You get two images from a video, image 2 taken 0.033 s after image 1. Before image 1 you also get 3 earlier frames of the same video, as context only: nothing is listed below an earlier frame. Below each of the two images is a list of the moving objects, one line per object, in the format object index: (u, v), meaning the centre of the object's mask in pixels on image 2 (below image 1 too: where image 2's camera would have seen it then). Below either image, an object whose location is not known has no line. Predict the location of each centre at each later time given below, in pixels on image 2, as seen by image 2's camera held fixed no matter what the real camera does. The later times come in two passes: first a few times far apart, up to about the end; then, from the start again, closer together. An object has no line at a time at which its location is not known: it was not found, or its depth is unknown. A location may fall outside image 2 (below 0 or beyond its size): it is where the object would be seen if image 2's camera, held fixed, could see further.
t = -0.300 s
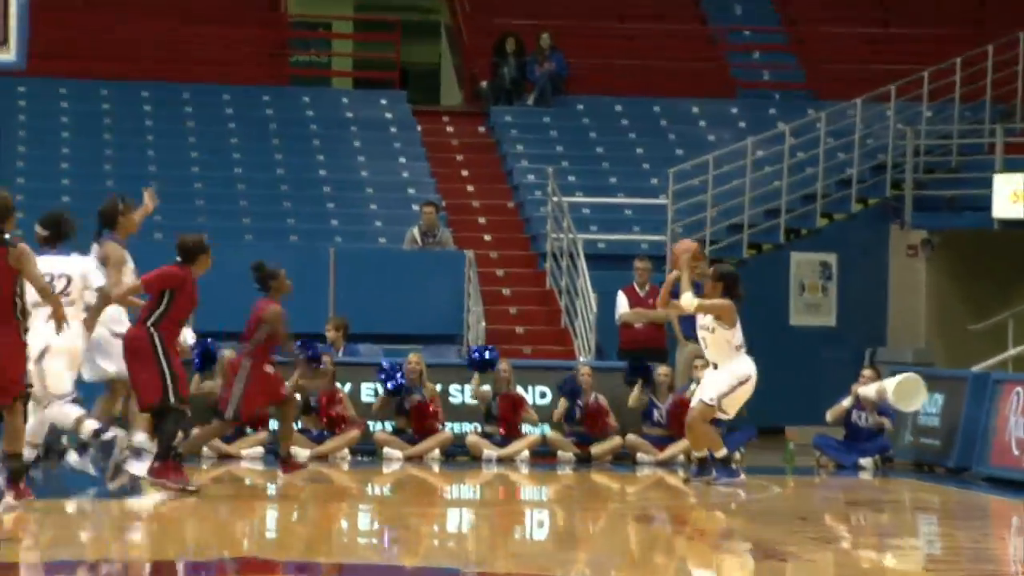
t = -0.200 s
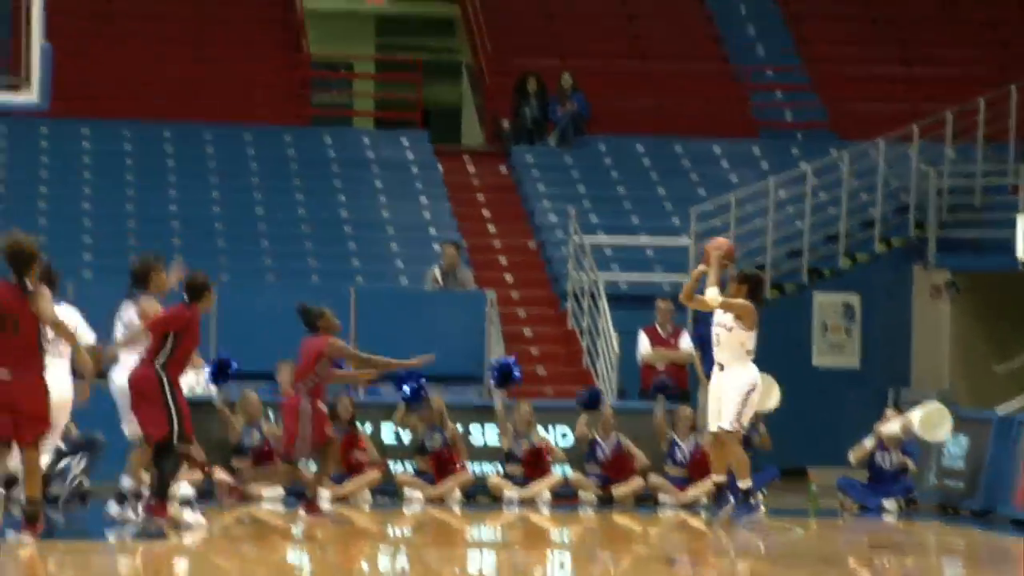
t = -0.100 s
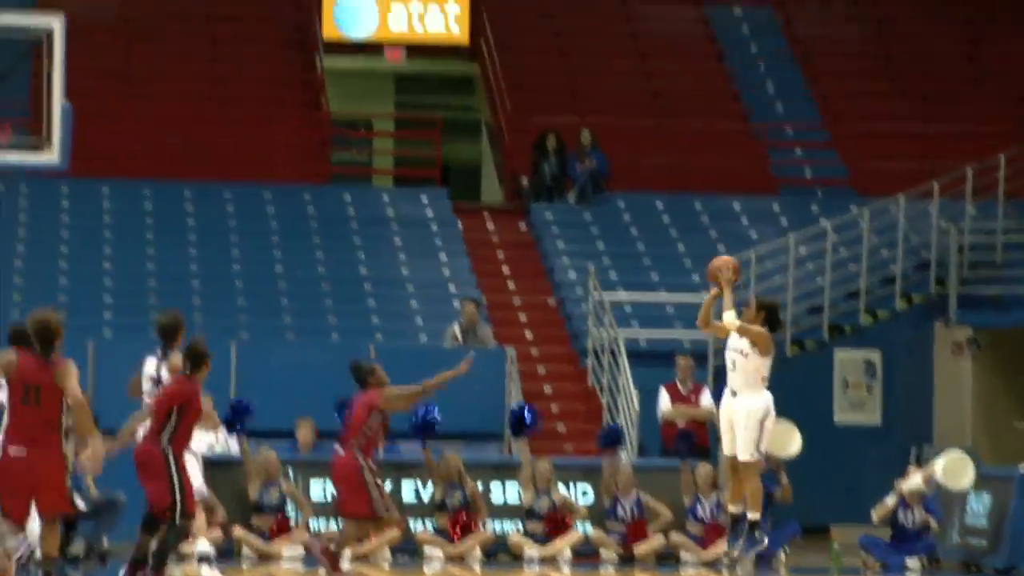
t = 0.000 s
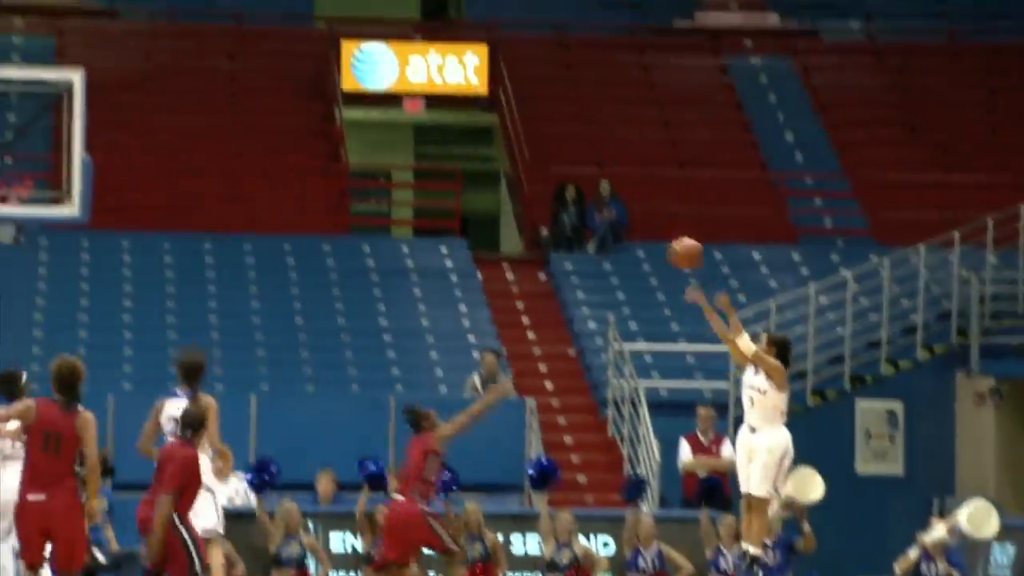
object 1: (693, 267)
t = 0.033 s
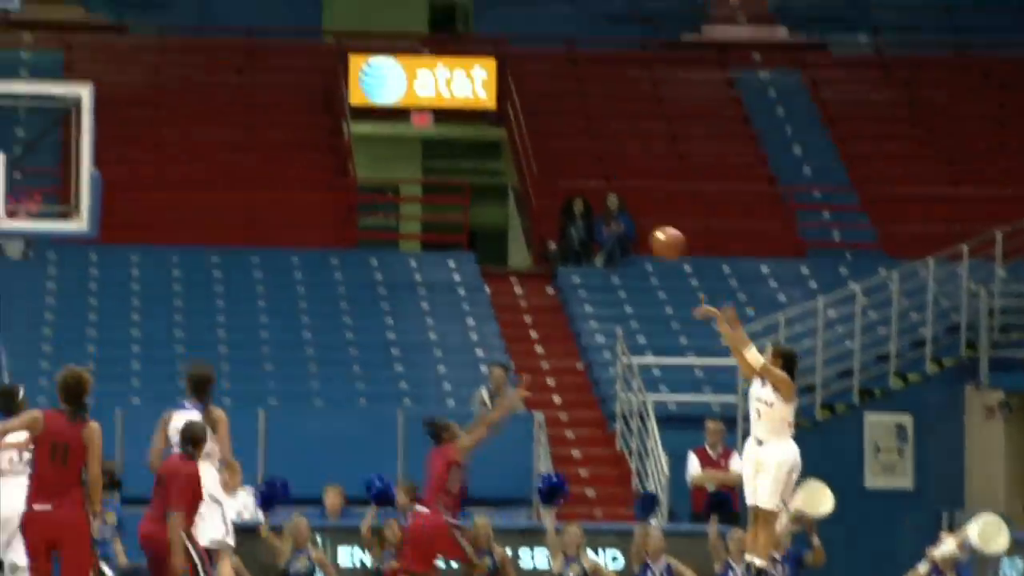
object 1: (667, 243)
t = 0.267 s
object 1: (487, 119)
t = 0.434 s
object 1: (359, 75)
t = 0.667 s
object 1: (184, 77)
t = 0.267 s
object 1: (487, 119)
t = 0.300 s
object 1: (461, 107)
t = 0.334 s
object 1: (436, 97)
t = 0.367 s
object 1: (410, 88)
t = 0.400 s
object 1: (384, 81)
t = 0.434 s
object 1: (359, 75)
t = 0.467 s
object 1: (334, 70)
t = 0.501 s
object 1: (309, 68)
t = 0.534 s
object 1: (284, 66)
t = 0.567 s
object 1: (259, 67)
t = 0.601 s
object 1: (234, 69)
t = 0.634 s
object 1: (209, 72)
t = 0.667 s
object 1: (184, 77)
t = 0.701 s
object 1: (159, 84)
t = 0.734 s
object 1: (134, 92)
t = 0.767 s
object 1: (109, 101)
